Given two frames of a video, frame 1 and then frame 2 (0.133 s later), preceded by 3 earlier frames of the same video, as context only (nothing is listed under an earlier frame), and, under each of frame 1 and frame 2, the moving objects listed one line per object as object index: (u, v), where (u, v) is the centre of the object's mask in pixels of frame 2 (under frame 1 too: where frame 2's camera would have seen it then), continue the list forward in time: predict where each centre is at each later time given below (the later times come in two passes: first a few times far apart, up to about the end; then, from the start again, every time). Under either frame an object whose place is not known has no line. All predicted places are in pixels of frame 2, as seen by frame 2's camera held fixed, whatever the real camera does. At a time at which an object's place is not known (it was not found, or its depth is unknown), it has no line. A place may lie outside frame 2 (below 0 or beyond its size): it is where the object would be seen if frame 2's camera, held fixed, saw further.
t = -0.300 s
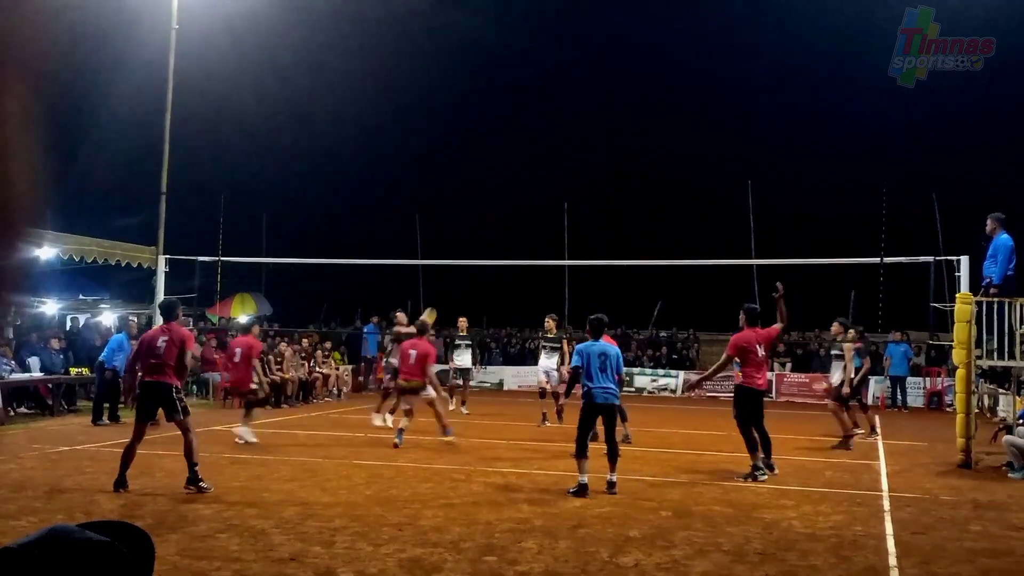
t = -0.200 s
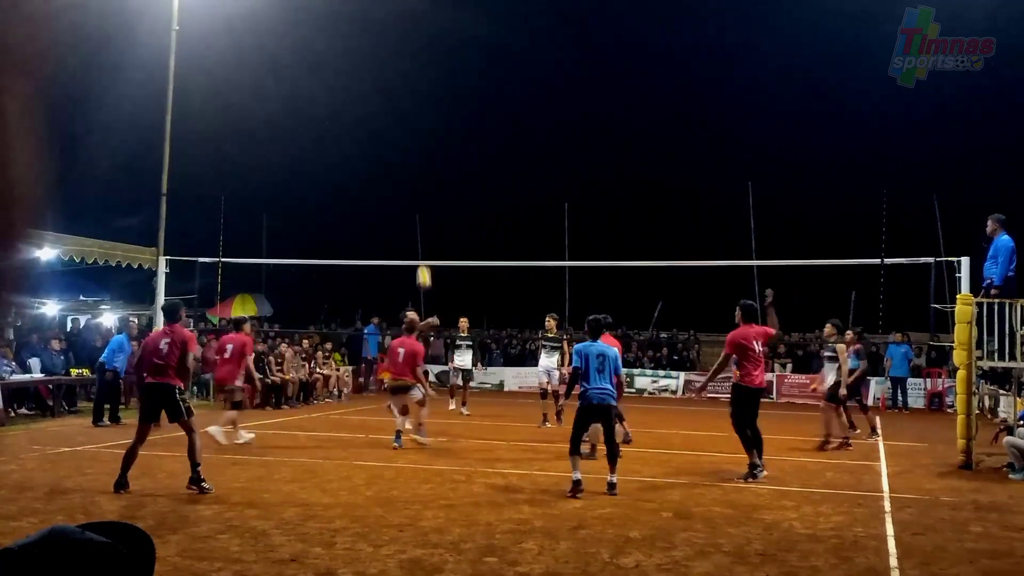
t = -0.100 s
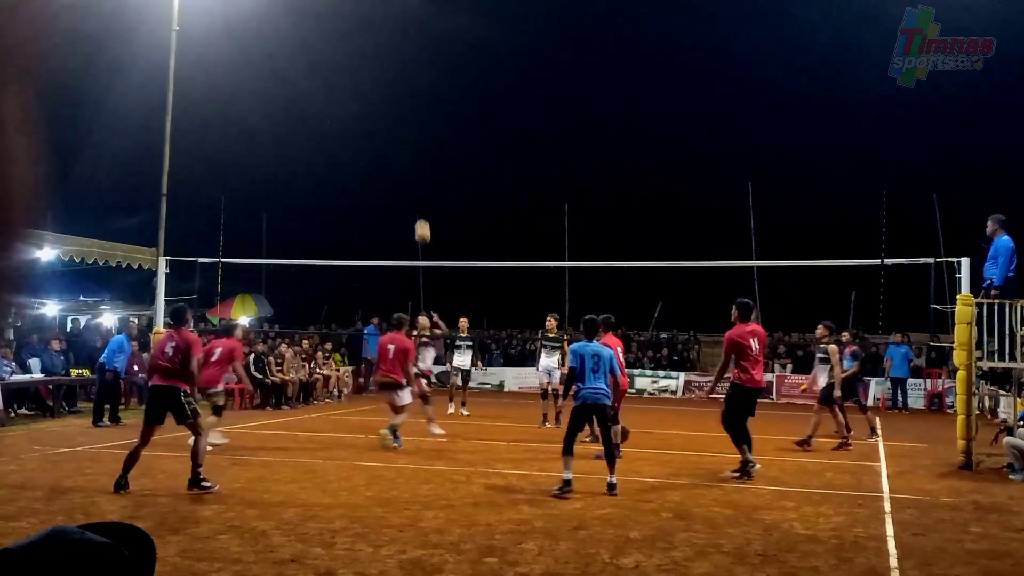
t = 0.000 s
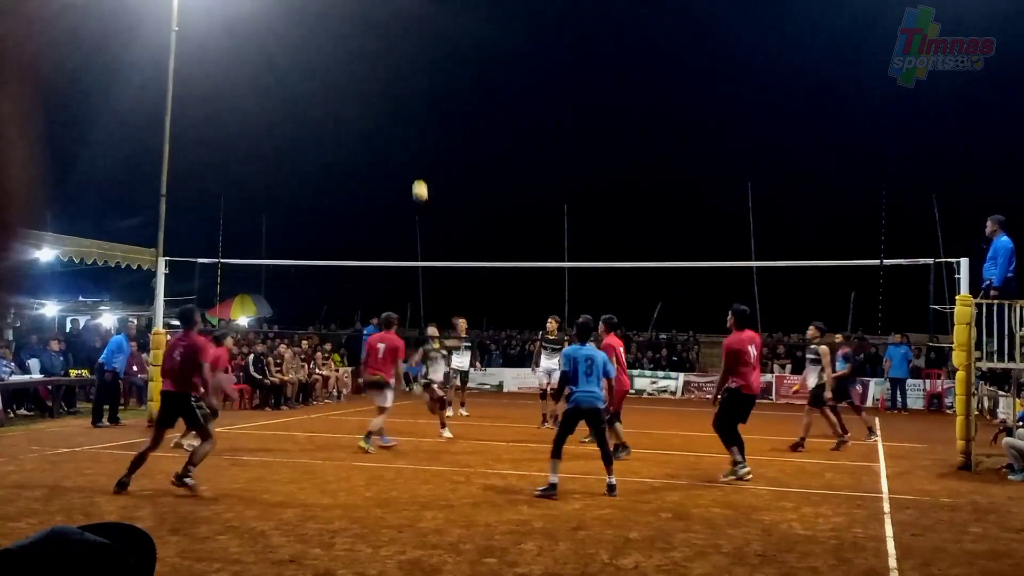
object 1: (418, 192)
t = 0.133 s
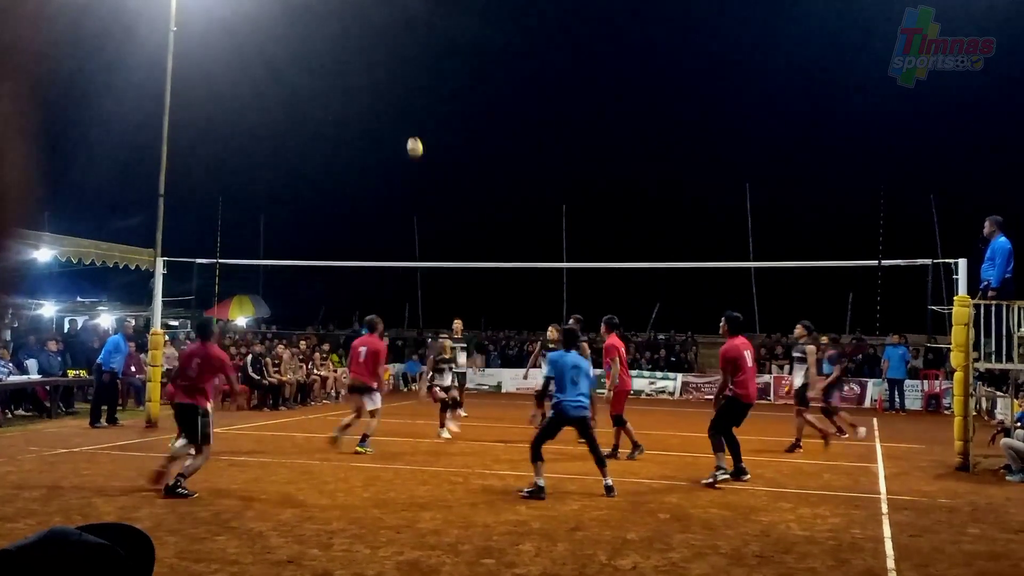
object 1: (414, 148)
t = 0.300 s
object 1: (409, 108)
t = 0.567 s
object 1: (398, 86)
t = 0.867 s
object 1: (384, 127)
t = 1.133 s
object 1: (369, 232)
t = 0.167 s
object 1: (414, 138)
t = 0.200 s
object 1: (413, 130)
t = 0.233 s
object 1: (412, 121)
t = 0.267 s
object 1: (410, 115)
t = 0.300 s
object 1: (409, 108)
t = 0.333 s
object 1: (408, 103)
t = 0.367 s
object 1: (407, 98)
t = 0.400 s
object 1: (406, 94)
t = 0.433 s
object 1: (404, 90)
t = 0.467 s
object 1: (402, 88)
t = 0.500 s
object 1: (401, 87)
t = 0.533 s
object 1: (400, 86)
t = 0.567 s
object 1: (398, 86)
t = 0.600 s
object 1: (397, 87)
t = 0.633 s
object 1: (395, 88)
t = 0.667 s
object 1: (394, 92)
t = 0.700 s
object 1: (392, 95)
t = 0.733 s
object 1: (391, 100)
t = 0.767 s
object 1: (389, 105)
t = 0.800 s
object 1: (387, 111)
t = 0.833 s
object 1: (385, 119)
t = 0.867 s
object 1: (384, 127)
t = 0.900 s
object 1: (382, 136)
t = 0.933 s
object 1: (380, 148)
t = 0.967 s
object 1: (378, 158)
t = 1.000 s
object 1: (377, 171)
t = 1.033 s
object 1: (375, 185)
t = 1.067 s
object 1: (373, 198)
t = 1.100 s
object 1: (371, 215)
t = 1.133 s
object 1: (369, 232)
